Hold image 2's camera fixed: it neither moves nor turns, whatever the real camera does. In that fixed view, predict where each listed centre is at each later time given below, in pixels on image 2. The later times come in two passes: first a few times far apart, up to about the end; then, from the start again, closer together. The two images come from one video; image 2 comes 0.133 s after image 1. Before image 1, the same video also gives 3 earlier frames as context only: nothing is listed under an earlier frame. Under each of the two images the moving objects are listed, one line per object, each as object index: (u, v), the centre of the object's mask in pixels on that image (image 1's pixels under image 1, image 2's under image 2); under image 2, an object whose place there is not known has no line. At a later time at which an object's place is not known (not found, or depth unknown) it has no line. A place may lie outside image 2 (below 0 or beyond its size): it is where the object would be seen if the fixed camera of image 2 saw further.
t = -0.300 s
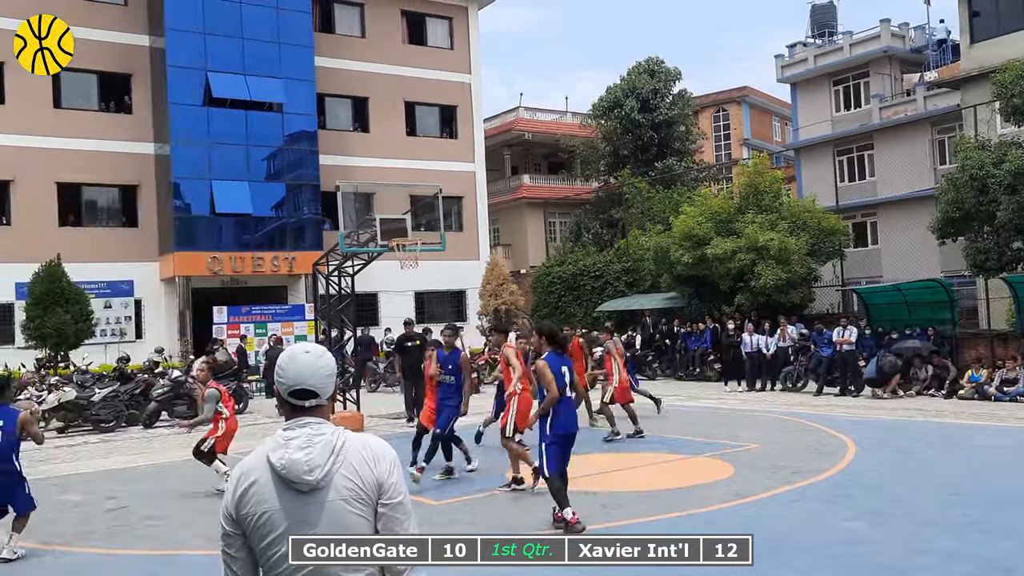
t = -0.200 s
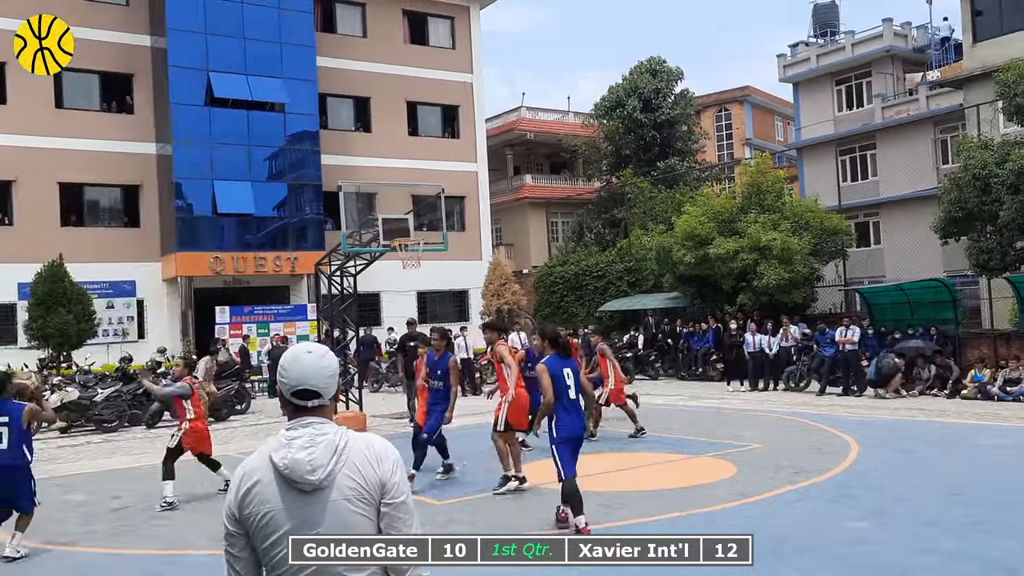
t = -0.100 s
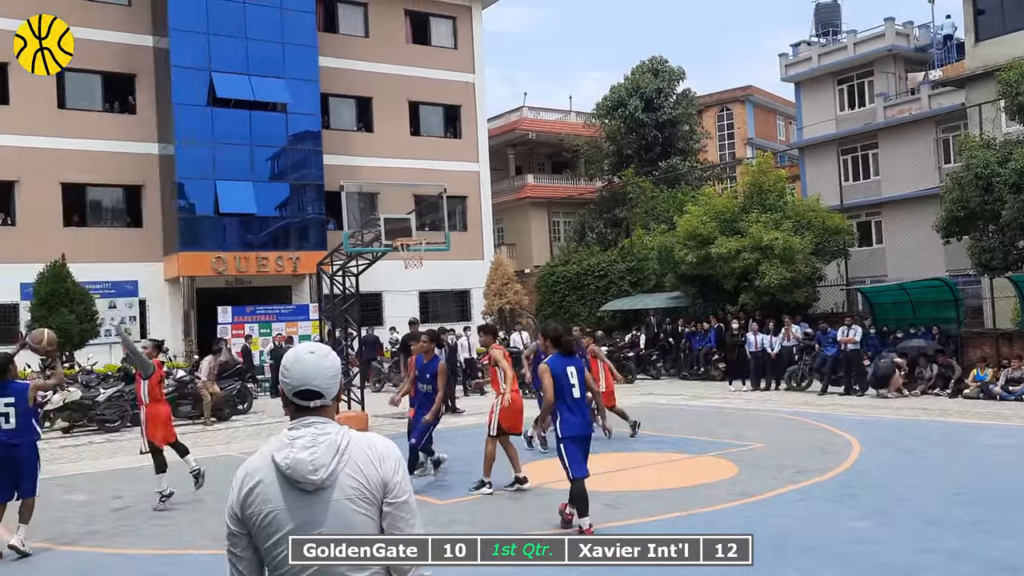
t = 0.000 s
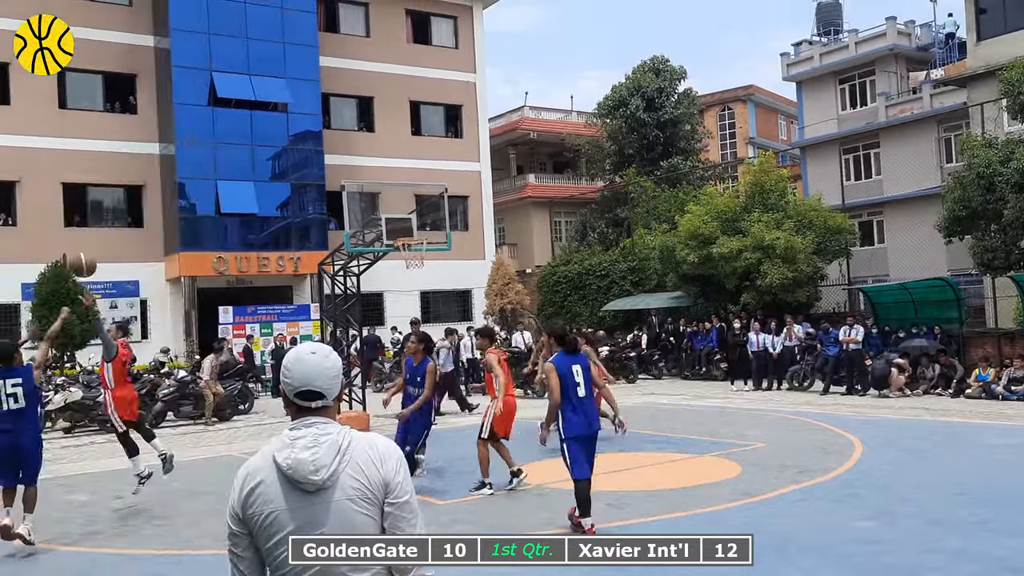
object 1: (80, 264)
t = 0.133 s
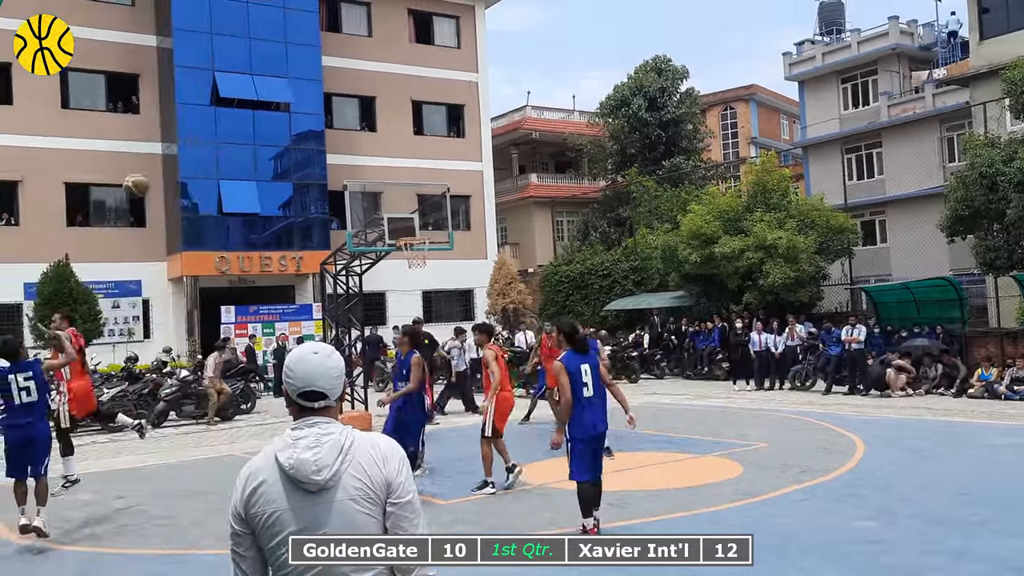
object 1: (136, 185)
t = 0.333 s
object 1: (203, 113)
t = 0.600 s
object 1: (275, 85)
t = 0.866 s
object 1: (336, 114)
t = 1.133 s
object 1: (391, 186)
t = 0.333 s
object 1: (203, 113)
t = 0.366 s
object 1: (213, 106)
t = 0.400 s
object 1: (223, 101)
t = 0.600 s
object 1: (275, 85)
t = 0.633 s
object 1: (284, 86)
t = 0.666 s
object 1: (292, 87)
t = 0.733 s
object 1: (308, 93)
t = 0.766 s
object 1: (316, 97)
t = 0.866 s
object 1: (336, 114)
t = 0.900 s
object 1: (345, 121)
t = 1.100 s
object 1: (384, 175)
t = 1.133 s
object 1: (391, 186)
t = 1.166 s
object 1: (396, 197)
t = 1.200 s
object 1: (401, 209)
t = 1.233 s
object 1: (410, 219)
